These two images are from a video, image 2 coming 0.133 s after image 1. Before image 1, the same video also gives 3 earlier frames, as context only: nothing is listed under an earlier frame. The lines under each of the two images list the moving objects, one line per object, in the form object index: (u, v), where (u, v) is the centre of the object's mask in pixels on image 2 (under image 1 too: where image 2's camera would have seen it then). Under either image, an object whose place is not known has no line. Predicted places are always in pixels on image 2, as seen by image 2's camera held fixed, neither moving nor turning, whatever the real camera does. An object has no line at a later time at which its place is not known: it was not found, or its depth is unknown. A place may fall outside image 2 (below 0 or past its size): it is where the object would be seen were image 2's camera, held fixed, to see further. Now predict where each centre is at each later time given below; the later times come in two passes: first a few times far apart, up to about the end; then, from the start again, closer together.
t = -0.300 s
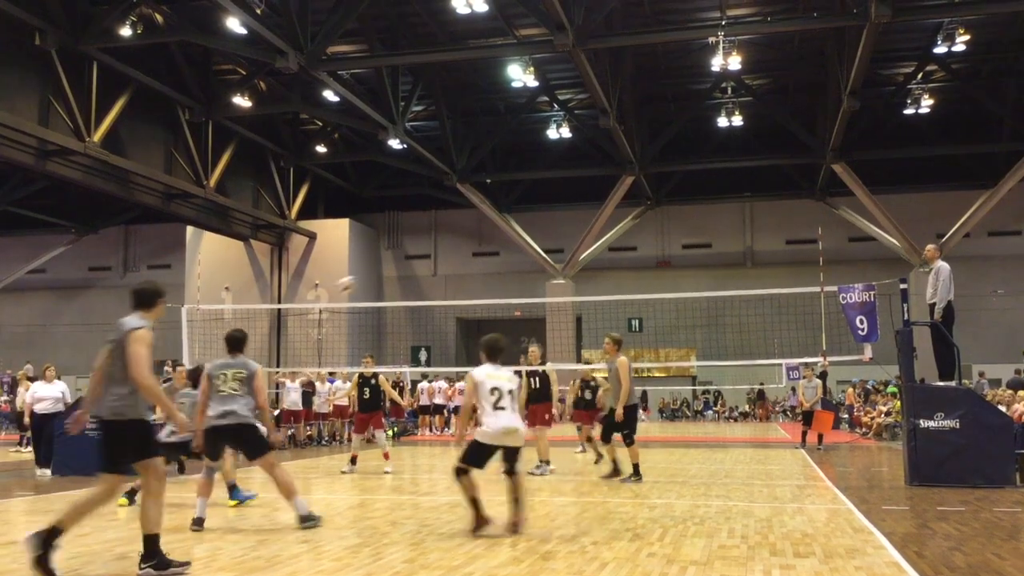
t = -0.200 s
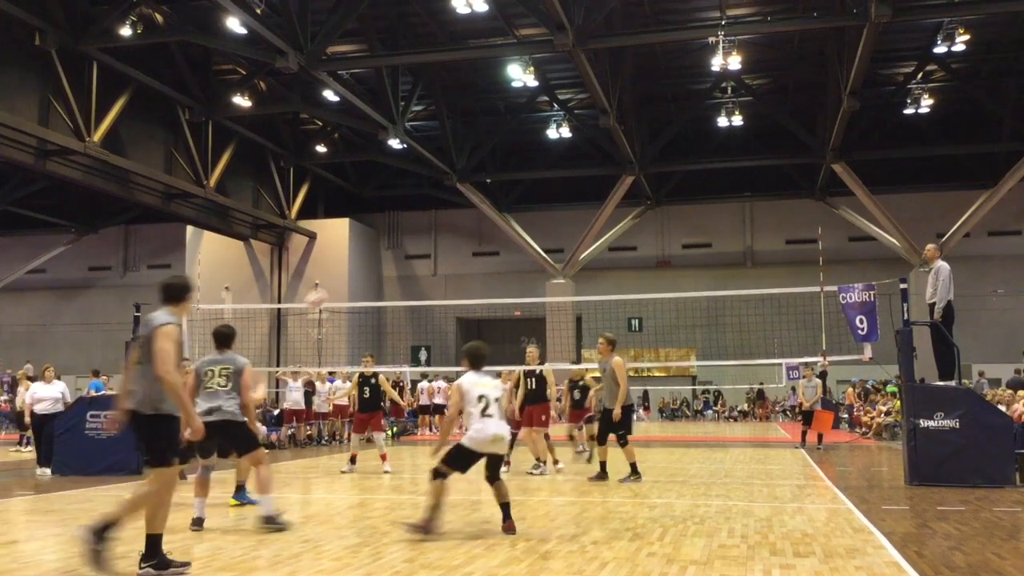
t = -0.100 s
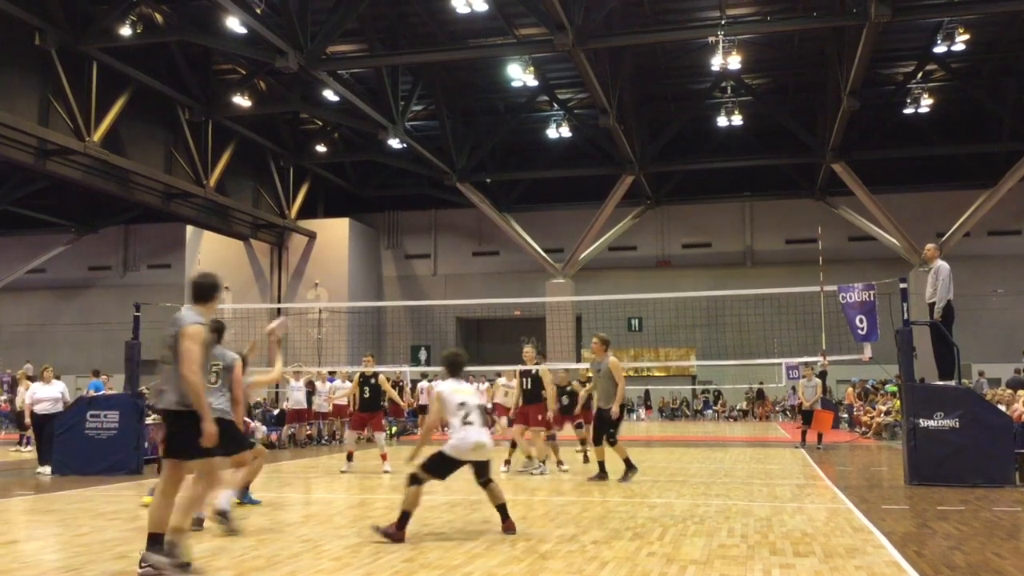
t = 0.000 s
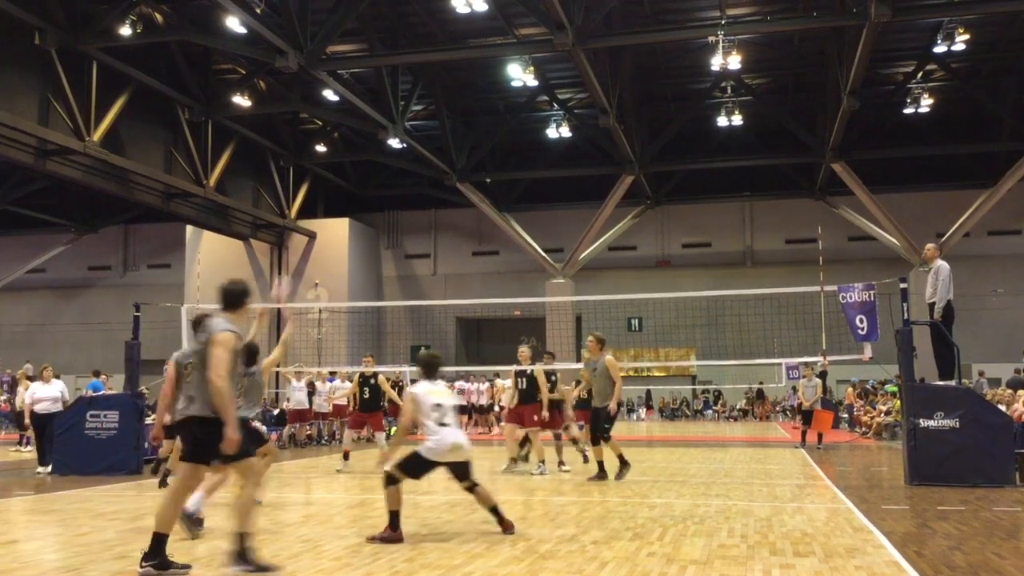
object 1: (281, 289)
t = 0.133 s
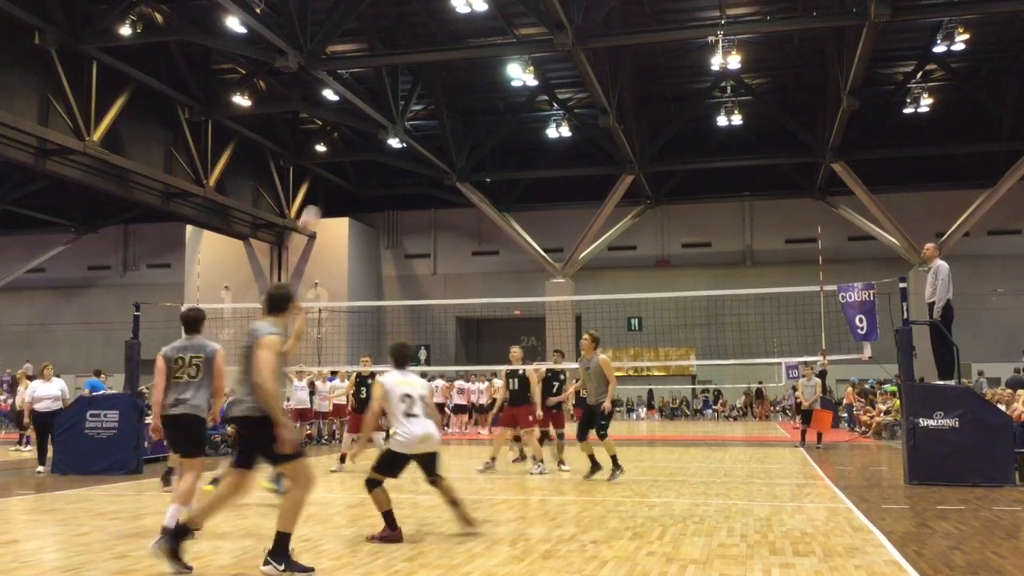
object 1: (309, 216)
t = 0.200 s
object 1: (322, 192)
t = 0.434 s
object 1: (364, 127)
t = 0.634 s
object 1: (397, 110)
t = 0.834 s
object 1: (428, 123)
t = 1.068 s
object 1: (462, 178)
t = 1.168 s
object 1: (476, 212)
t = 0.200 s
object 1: (322, 192)
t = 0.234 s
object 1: (328, 180)
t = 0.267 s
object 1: (335, 168)
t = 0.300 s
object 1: (341, 158)
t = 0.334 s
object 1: (347, 148)
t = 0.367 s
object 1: (352, 140)
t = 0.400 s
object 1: (359, 133)
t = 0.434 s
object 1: (364, 127)
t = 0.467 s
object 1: (370, 121)
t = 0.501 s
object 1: (375, 117)
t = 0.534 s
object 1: (381, 114)
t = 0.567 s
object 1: (387, 111)
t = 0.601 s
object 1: (392, 110)
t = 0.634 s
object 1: (397, 110)
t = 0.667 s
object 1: (402, 110)
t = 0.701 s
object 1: (408, 111)
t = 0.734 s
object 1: (413, 113)
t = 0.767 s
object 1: (418, 115)
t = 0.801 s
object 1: (423, 119)
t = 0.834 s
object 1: (428, 123)
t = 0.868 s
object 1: (433, 129)
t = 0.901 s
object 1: (438, 135)
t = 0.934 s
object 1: (443, 142)
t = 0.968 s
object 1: (448, 150)
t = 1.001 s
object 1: (453, 158)
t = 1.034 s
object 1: (458, 168)
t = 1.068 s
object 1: (462, 178)
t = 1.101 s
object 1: (467, 188)
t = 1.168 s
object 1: (476, 212)
